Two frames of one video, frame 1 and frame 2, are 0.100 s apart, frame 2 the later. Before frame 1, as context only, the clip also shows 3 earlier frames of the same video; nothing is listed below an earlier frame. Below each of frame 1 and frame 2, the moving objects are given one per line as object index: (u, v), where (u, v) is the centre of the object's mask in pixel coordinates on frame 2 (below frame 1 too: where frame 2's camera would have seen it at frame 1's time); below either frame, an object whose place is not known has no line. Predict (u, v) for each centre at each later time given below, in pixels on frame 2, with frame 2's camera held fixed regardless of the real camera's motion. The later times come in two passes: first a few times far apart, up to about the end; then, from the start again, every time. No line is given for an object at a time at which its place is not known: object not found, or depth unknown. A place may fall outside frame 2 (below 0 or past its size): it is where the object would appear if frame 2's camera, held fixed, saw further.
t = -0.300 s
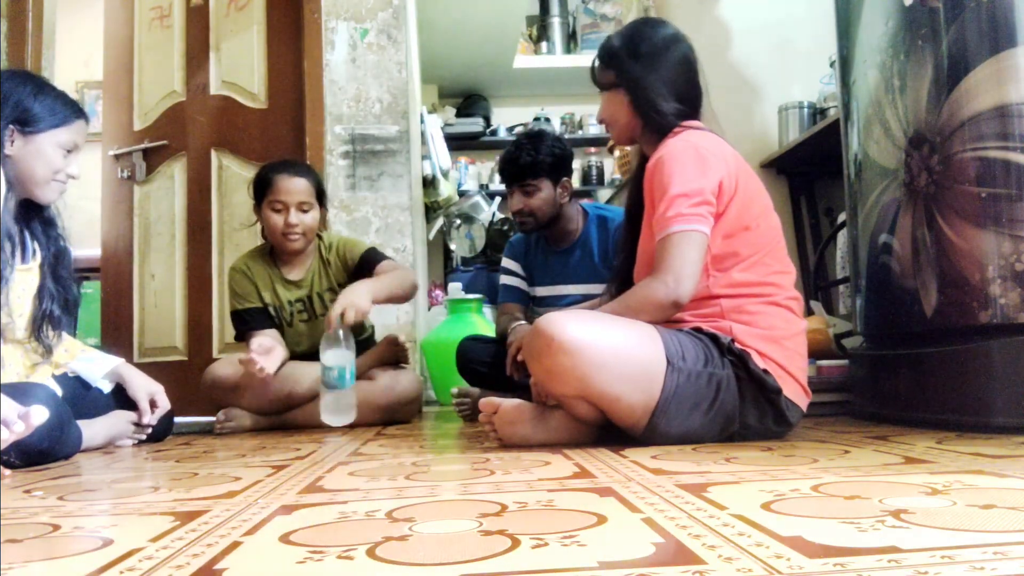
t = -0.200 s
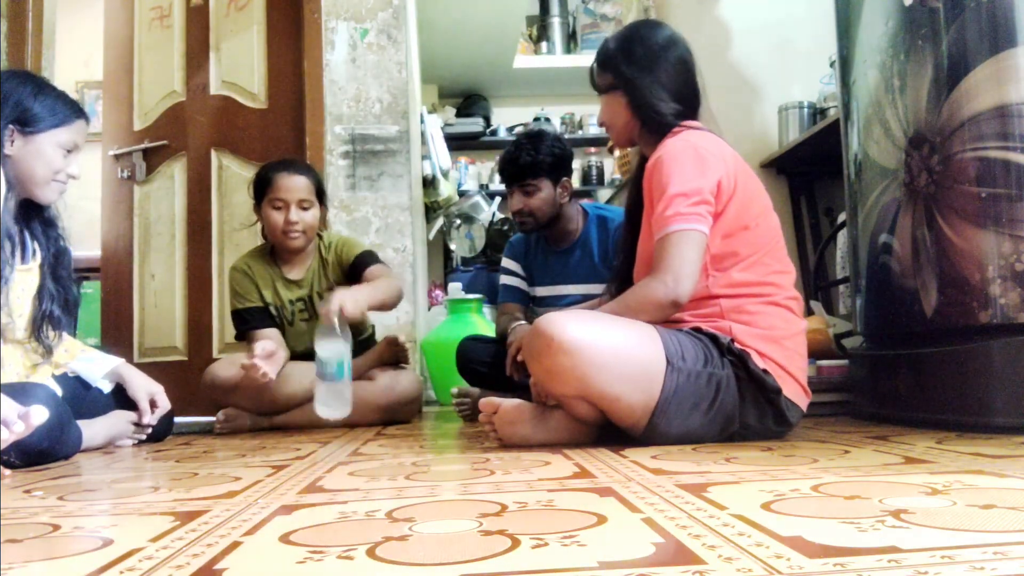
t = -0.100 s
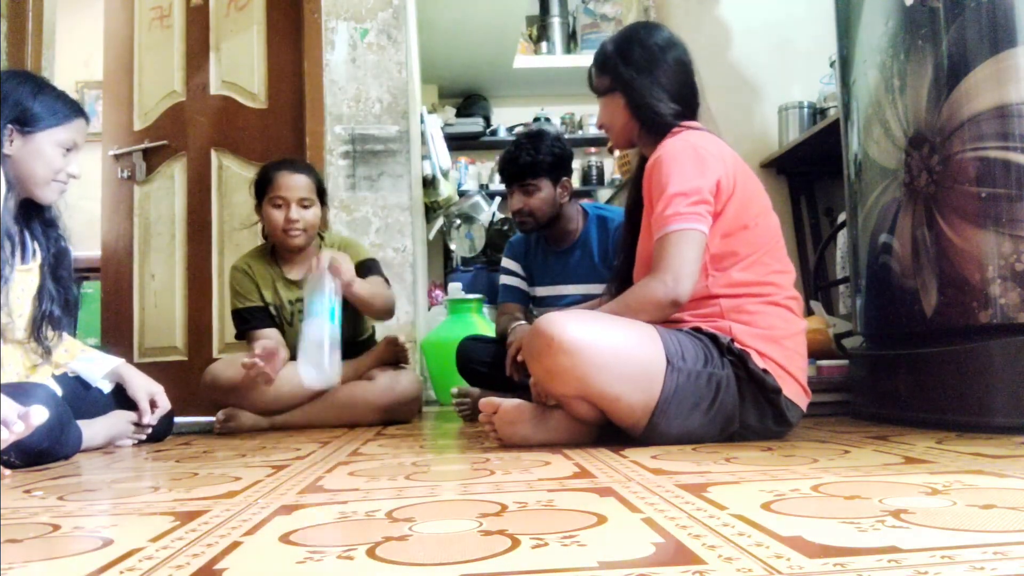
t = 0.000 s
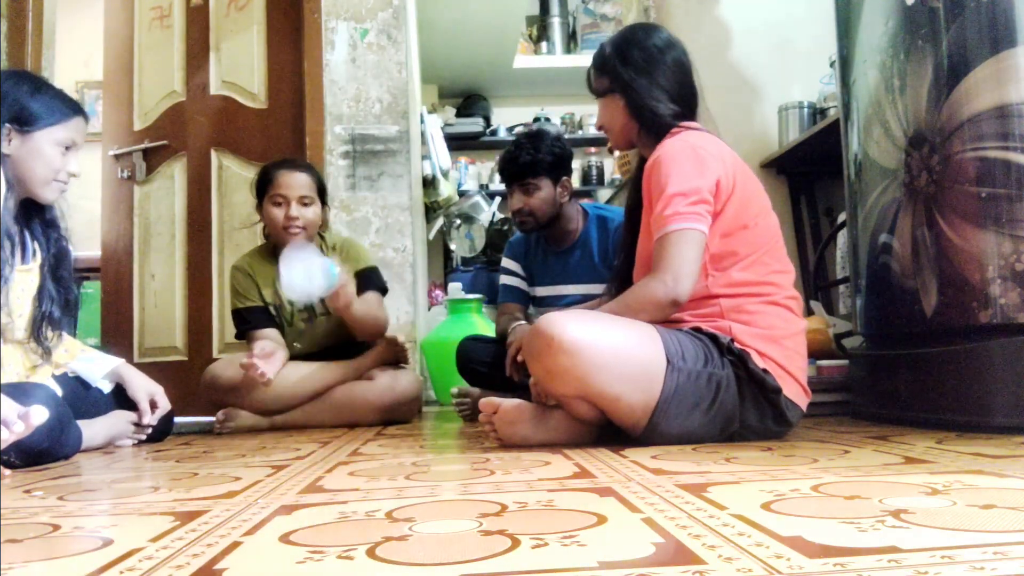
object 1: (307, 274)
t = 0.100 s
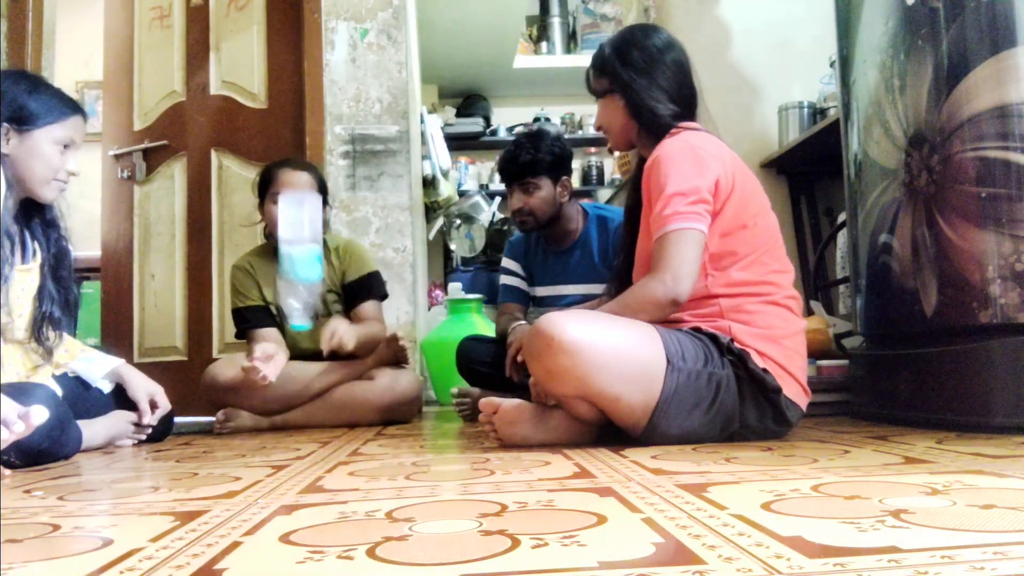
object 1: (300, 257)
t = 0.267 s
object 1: (288, 244)
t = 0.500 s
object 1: (278, 384)
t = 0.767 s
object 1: (246, 433)
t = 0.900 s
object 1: (244, 434)
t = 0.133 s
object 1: (294, 251)
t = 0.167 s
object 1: (290, 243)
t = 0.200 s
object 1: (287, 235)
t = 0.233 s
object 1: (286, 234)
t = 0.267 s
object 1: (288, 244)
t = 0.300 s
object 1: (287, 261)
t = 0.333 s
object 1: (286, 285)
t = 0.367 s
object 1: (286, 316)
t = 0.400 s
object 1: (286, 357)
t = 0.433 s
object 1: (286, 384)
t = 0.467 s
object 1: (280, 384)
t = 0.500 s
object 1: (278, 384)
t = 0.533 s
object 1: (275, 384)
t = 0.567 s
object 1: (272, 384)
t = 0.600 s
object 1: (270, 386)
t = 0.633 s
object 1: (266, 389)
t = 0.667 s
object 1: (261, 394)
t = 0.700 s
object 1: (255, 401)
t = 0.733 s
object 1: (249, 416)
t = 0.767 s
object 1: (246, 433)
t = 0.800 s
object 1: (245, 434)
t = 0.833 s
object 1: (244, 434)
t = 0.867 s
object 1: (244, 434)
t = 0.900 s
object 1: (244, 434)
